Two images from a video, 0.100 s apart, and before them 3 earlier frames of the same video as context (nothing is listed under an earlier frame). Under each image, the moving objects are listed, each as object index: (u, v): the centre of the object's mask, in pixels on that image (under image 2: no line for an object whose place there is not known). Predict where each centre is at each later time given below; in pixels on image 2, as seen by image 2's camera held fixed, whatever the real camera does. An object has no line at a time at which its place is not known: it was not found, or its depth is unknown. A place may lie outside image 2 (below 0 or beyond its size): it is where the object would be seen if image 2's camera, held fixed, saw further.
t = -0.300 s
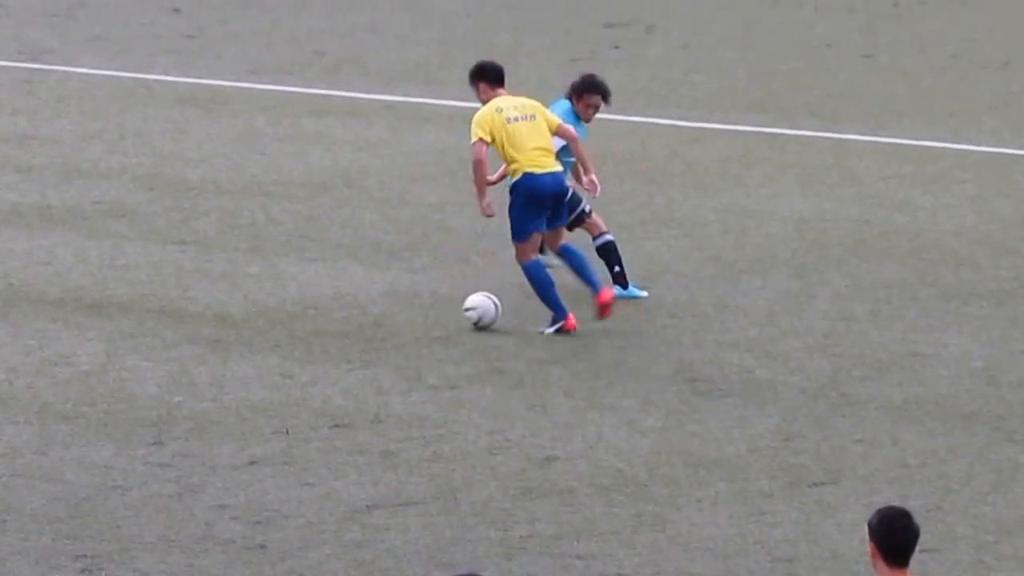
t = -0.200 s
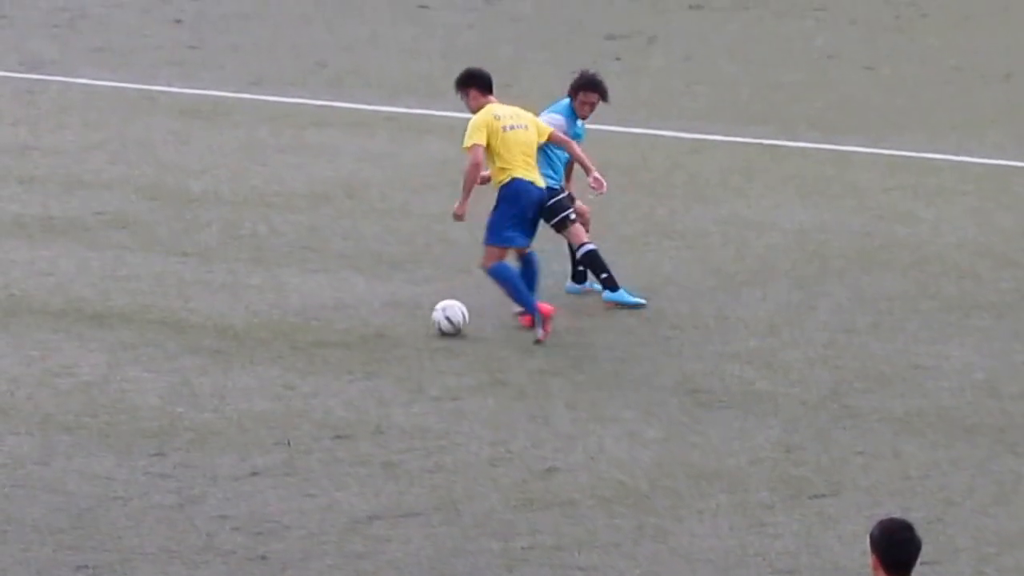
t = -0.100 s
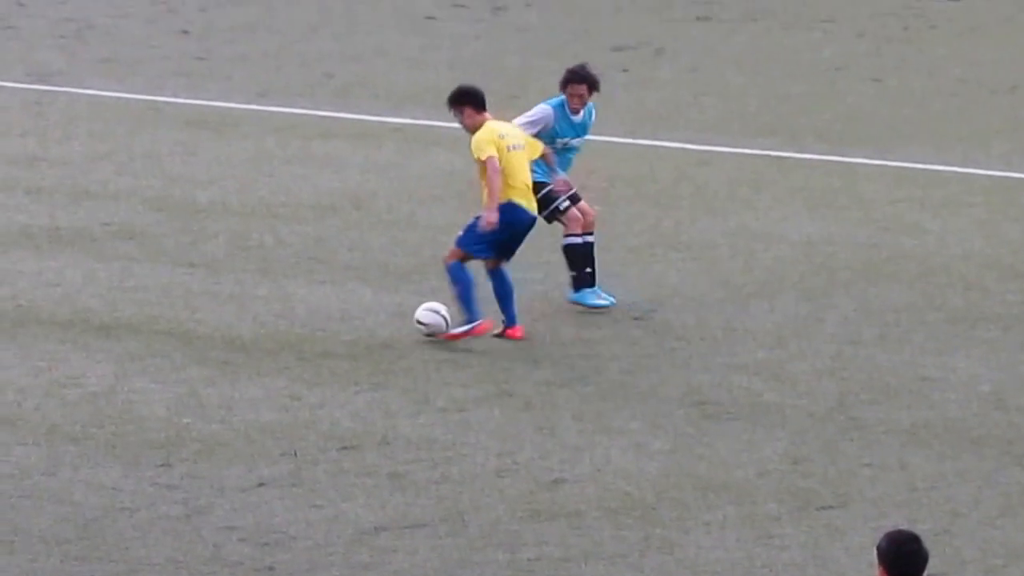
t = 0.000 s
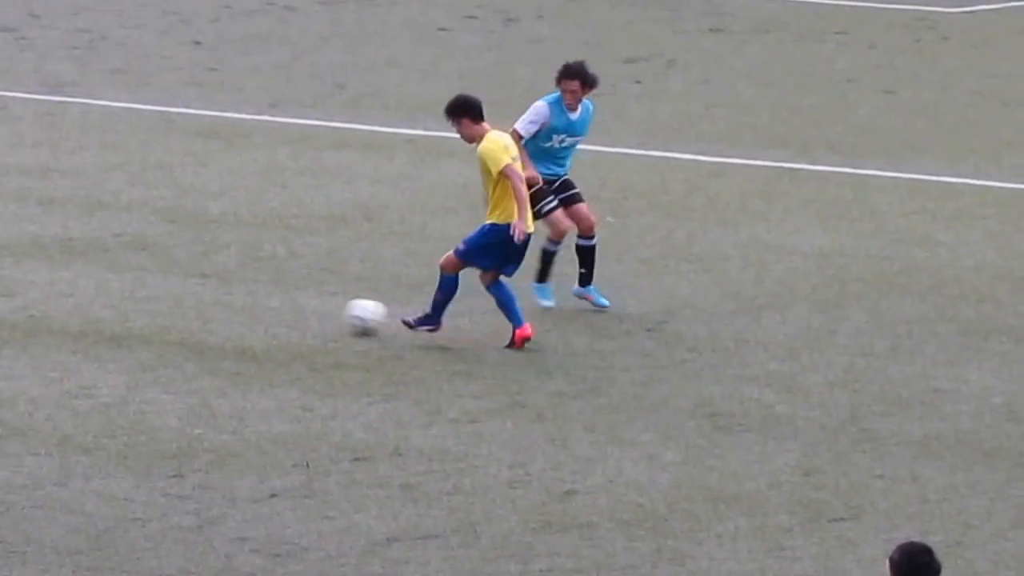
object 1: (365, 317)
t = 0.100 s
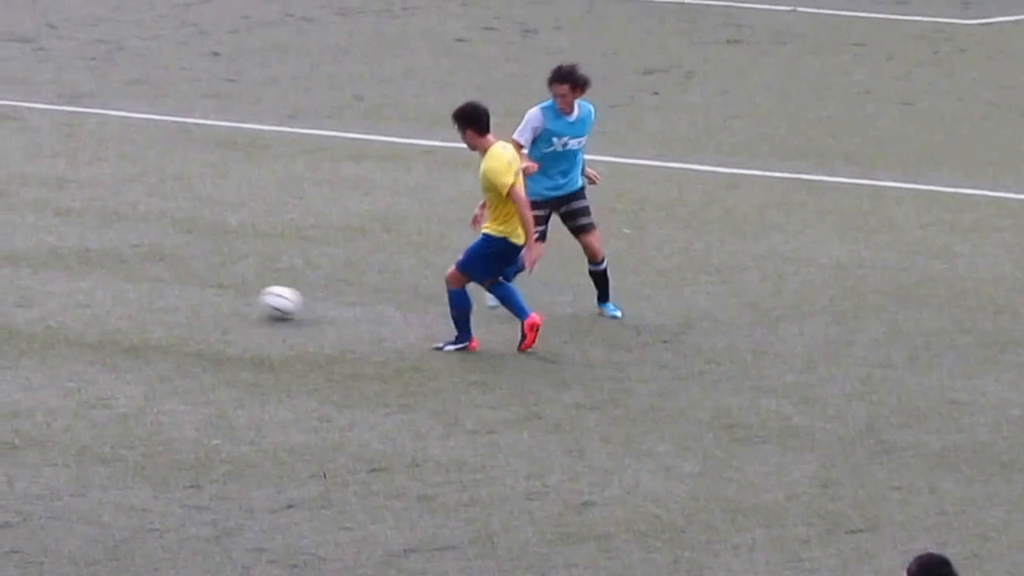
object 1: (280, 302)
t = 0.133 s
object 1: (249, 294)
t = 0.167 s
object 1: (219, 286)
